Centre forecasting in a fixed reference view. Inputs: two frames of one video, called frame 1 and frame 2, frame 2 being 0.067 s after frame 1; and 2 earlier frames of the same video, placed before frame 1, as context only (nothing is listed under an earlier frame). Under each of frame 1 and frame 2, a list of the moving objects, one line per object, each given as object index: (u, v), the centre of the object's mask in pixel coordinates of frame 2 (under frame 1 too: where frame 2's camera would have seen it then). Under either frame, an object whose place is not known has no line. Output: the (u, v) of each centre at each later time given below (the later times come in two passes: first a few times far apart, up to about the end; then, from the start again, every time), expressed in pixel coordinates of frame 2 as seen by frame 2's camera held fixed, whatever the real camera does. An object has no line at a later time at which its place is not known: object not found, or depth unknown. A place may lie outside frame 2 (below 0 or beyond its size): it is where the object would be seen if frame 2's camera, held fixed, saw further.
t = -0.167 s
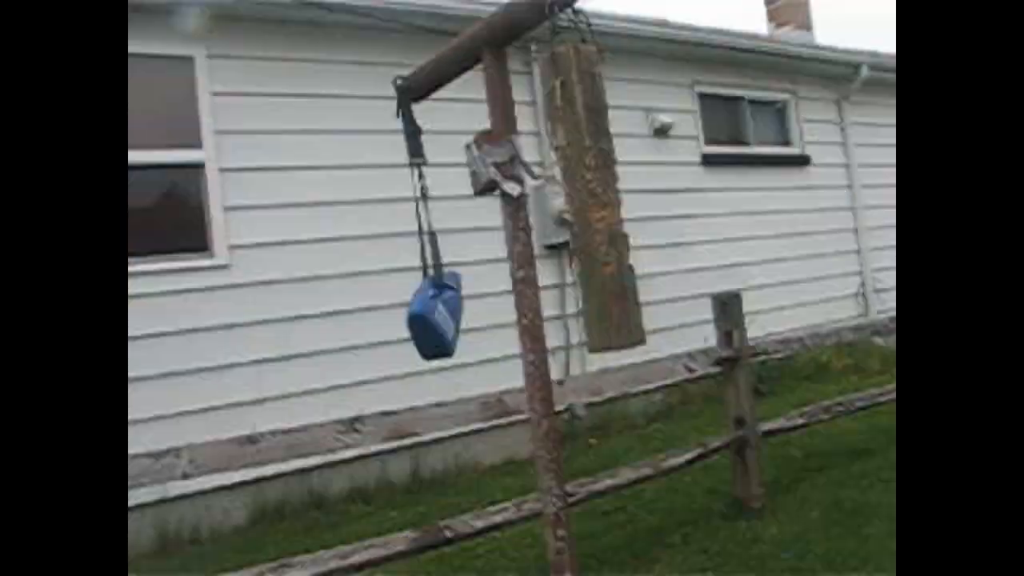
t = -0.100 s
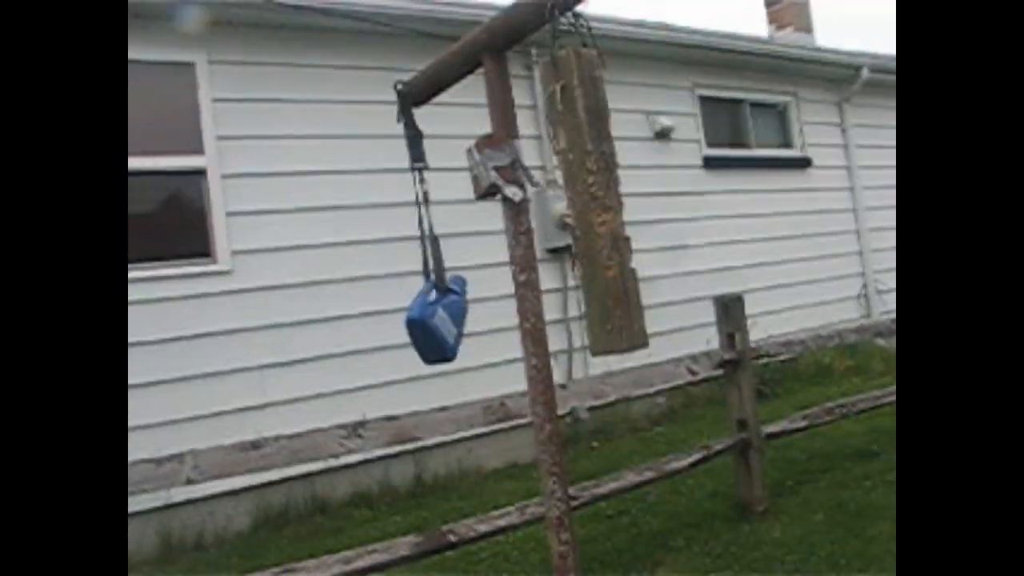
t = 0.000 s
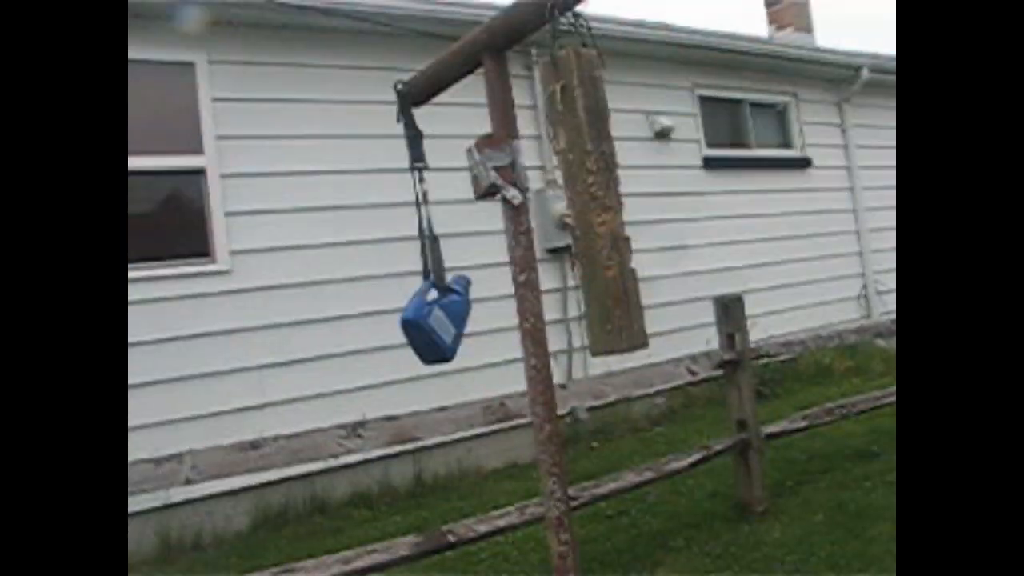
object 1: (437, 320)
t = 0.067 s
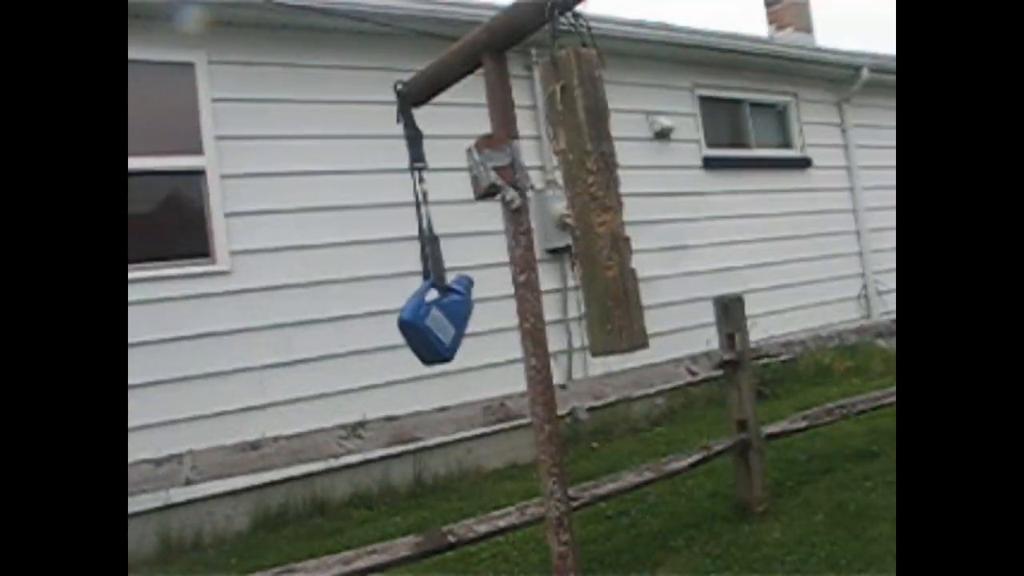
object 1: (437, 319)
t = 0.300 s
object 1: (438, 319)
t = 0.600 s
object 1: (437, 320)
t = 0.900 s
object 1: (434, 320)
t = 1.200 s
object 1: (431, 322)
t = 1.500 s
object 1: (432, 325)
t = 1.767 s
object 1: (436, 323)
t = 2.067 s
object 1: (437, 321)
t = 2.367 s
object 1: (434, 321)
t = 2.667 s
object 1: (429, 321)
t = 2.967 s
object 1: (426, 322)
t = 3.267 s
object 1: (430, 321)
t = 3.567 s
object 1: (436, 321)
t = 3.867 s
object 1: (438, 321)
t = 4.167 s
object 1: (433, 322)
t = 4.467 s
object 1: (428, 324)
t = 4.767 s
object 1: (430, 326)
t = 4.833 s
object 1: (432, 326)
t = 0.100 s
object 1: (437, 319)
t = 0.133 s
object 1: (437, 319)
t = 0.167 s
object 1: (437, 319)
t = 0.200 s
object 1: (437, 320)
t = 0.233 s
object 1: (437, 319)
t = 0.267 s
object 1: (438, 319)
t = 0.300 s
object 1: (438, 319)
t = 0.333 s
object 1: (437, 318)
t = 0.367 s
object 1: (438, 318)
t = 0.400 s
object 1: (438, 318)
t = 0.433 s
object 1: (438, 320)
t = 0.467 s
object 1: (438, 319)
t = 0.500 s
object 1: (438, 320)
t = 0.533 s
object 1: (438, 320)
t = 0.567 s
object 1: (438, 320)
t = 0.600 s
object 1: (437, 320)
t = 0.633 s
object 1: (437, 319)
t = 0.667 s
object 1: (436, 319)
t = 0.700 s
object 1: (436, 319)
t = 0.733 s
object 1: (436, 319)
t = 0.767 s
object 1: (436, 320)
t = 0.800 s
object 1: (435, 320)
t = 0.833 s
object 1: (435, 320)
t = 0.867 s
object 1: (434, 320)
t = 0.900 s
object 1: (434, 320)
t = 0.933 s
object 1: (433, 320)
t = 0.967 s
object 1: (433, 320)
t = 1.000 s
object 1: (432, 321)
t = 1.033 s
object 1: (432, 321)
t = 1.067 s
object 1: (432, 321)
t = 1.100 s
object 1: (431, 322)
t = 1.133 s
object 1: (431, 321)
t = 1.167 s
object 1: (431, 322)
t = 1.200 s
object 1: (431, 322)
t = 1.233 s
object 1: (431, 322)
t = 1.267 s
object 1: (430, 323)
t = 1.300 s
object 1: (430, 323)
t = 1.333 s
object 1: (430, 323)
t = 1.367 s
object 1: (431, 324)
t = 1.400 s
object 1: (431, 324)
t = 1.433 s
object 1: (431, 324)
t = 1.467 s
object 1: (432, 325)
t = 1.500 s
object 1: (432, 325)
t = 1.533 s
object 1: (433, 325)
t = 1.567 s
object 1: (433, 325)
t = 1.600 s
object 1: (433, 325)
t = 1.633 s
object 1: (434, 325)
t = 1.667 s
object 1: (434, 324)
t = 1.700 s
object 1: (435, 324)
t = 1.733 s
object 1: (435, 323)
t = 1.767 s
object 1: (436, 323)
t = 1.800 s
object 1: (436, 323)
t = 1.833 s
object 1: (436, 323)
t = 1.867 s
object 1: (437, 322)
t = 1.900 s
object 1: (437, 322)
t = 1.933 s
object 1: (437, 322)
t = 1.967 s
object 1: (437, 322)
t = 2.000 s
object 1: (437, 321)
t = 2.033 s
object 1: (437, 321)
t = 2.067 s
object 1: (437, 321)
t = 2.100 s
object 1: (437, 321)
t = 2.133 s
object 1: (436, 321)
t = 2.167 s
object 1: (436, 321)
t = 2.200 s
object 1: (436, 321)
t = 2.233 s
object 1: (435, 321)
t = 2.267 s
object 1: (435, 321)
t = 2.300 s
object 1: (435, 321)
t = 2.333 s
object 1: (434, 321)
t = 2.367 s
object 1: (434, 321)
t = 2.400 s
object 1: (433, 321)
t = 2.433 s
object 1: (432, 321)
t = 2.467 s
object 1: (432, 321)
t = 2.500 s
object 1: (431, 321)
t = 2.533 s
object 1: (431, 321)
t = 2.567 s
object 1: (430, 321)
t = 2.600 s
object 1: (430, 321)
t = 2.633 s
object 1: (429, 321)
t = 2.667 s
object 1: (429, 321)
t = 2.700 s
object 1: (428, 321)
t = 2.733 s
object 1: (428, 322)
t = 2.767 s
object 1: (428, 322)
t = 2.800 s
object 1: (427, 322)
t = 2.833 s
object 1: (427, 322)
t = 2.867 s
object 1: (427, 322)
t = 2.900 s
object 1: (426, 322)
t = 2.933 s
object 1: (426, 322)
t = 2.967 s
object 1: (426, 322)
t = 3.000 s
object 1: (427, 322)
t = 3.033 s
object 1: (427, 322)
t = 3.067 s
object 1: (427, 322)
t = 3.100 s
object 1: (427, 322)
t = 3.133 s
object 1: (427, 322)
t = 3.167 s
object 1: (428, 322)
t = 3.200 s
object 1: (428, 322)
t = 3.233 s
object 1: (429, 321)
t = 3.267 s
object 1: (430, 321)
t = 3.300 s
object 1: (430, 321)
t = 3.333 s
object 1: (431, 321)
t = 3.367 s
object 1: (432, 321)
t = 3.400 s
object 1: (433, 321)
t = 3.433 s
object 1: (433, 321)
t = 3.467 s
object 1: (434, 321)
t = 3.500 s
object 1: (435, 321)
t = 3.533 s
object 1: (435, 321)
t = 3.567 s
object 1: (436, 321)
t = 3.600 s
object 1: (437, 320)
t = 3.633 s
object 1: (437, 321)
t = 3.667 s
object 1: (437, 321)
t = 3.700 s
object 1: (438, 320)
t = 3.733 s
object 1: (438, 321)
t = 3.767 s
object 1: (438, 320)
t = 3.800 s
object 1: (438, 321)
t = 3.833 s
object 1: (438, 320)
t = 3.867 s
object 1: (438, 321)
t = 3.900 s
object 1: (437, 321)
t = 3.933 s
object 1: (437, 321)
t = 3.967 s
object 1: (437, 321)
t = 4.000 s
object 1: (436, 321)
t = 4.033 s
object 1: (436, 321)
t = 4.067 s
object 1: (435, 321)
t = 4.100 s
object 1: (434, 322)
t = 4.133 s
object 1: (433, 322)
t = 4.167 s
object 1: (433, 322)
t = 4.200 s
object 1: (432, 322)
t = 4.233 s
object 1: (431, 323)
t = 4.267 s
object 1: (431, 323)
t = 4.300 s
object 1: (430, 323)
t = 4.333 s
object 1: (429, 323)
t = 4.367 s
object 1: (429, 324)
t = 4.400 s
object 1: (428, 324)
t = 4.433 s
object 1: (428, 324)
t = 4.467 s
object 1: (428, 324)
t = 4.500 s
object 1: (428, 324)
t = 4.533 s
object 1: (428, 325)
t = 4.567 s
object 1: (428, 325)
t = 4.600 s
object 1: (428, 325)
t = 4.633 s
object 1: (428, 325)
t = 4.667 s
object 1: (429, 325)
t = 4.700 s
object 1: (429, 325)
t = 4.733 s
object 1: (430, 326)
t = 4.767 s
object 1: (430, 326)
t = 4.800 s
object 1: (431, 326)
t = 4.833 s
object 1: (432, 326)
